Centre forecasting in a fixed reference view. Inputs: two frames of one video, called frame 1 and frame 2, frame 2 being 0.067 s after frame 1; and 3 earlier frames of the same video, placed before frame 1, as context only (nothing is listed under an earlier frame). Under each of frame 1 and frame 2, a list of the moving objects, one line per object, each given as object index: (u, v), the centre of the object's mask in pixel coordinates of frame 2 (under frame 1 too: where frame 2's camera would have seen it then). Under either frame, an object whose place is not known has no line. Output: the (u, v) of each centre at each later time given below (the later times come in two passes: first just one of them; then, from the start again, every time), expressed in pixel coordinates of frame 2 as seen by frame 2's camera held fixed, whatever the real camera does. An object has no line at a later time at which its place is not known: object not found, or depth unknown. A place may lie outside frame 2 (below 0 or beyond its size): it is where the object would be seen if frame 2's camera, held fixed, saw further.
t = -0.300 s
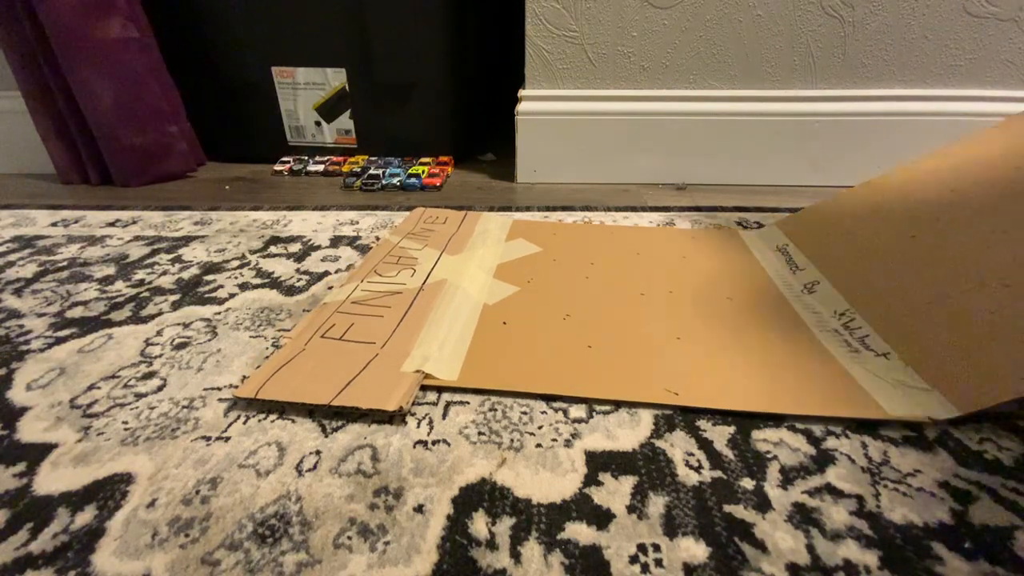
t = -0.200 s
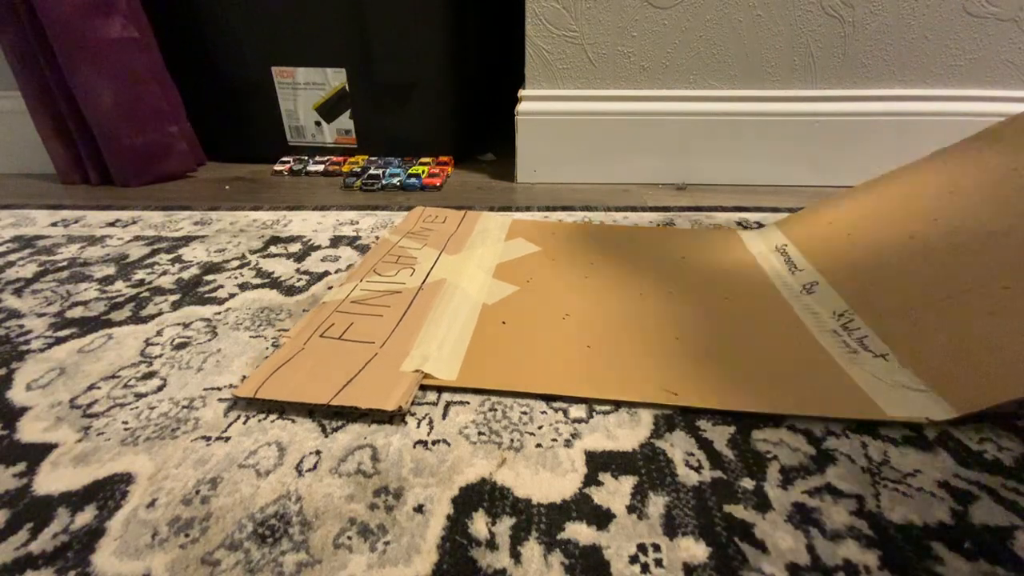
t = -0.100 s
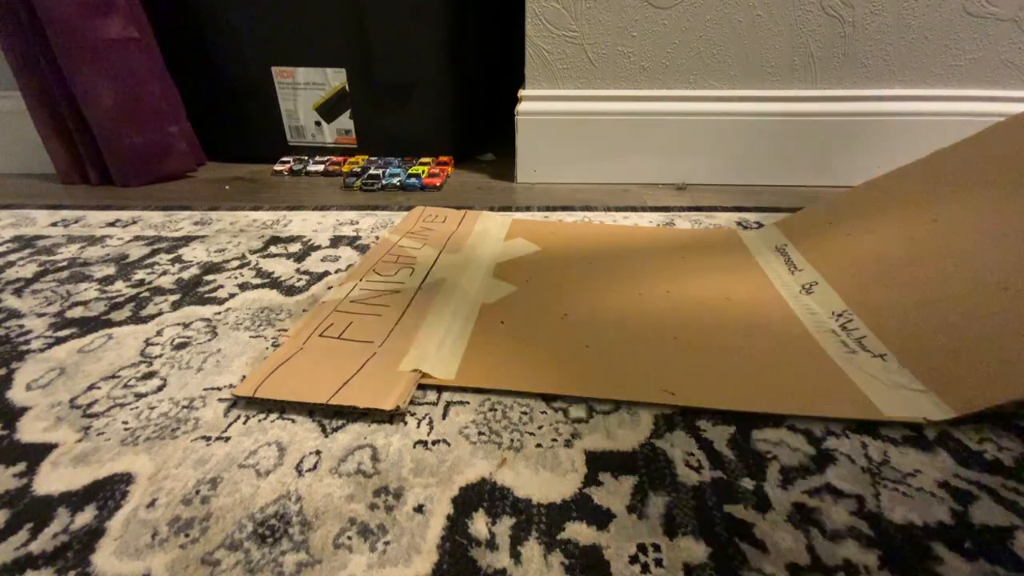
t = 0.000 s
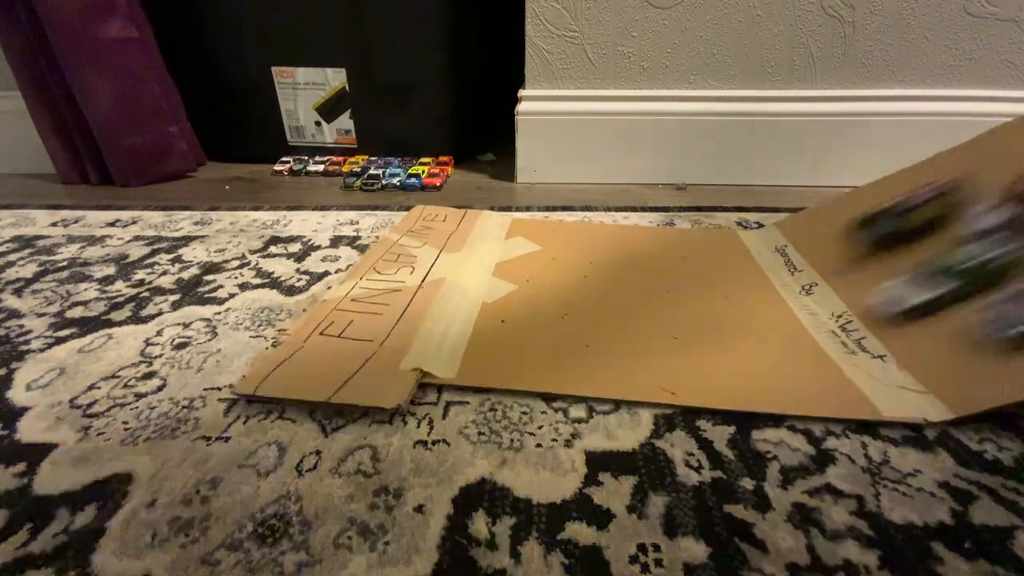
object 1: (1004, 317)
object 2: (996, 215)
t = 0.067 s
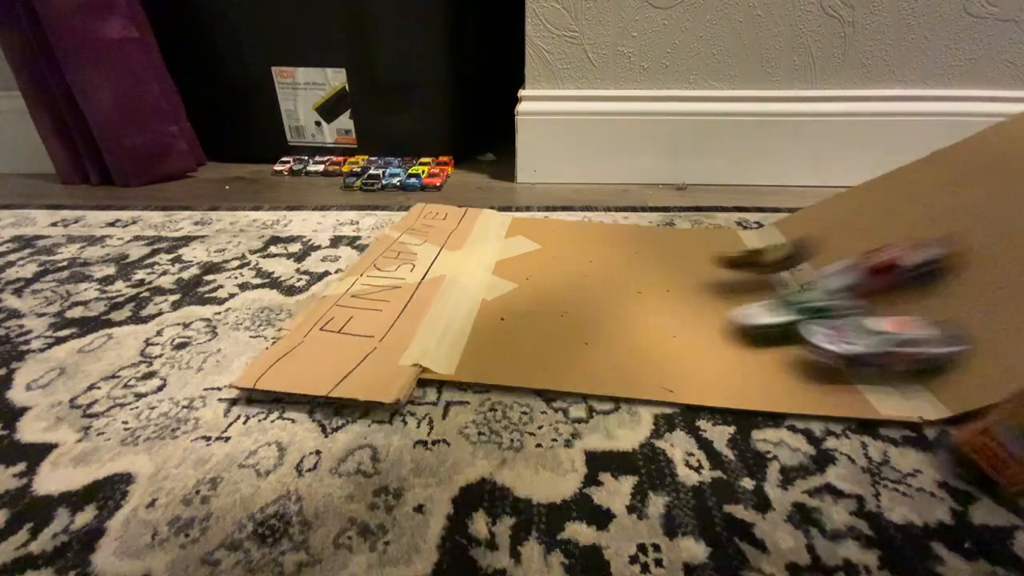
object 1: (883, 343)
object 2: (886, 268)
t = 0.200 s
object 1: (670, 353)
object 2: (662, 284)
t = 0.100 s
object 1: (815, 349)
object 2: (818, 290)
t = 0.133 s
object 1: (766, 354)
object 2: (754, 294)
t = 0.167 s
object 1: (717, 354)
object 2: (702, 288)
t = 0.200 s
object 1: (670, 353)
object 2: (662, 284)
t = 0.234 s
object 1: (627, 350)
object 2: (626, 277)
